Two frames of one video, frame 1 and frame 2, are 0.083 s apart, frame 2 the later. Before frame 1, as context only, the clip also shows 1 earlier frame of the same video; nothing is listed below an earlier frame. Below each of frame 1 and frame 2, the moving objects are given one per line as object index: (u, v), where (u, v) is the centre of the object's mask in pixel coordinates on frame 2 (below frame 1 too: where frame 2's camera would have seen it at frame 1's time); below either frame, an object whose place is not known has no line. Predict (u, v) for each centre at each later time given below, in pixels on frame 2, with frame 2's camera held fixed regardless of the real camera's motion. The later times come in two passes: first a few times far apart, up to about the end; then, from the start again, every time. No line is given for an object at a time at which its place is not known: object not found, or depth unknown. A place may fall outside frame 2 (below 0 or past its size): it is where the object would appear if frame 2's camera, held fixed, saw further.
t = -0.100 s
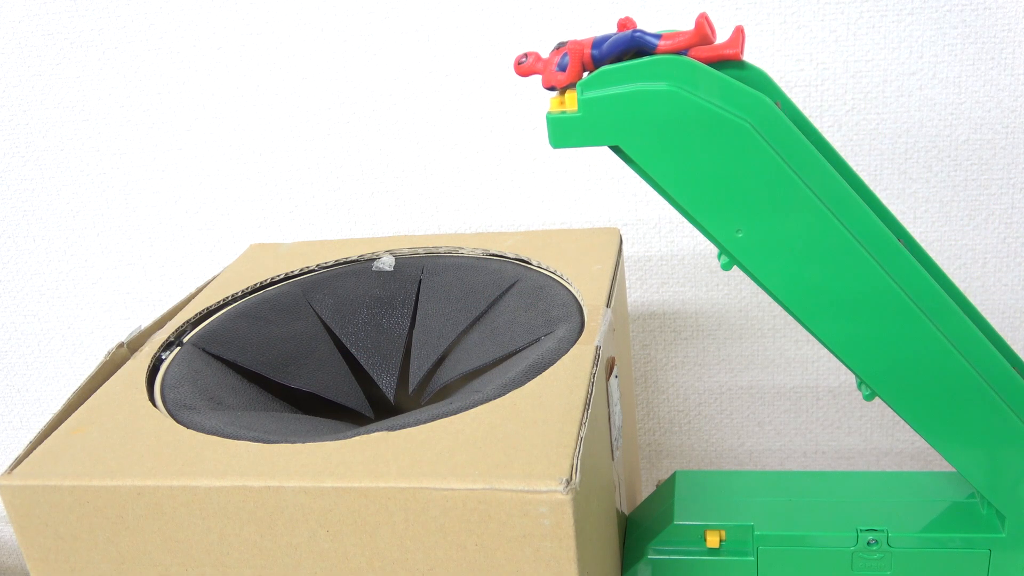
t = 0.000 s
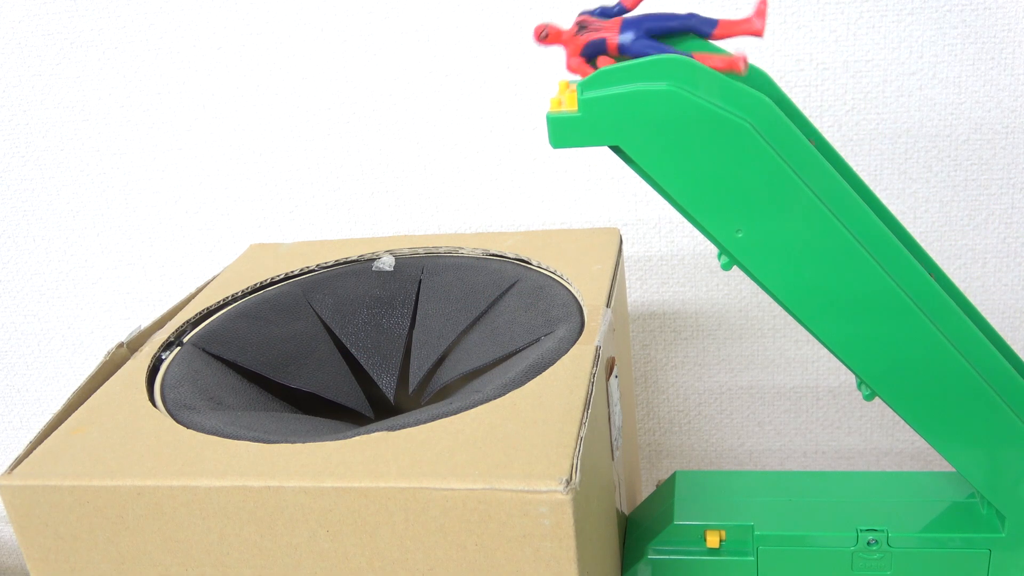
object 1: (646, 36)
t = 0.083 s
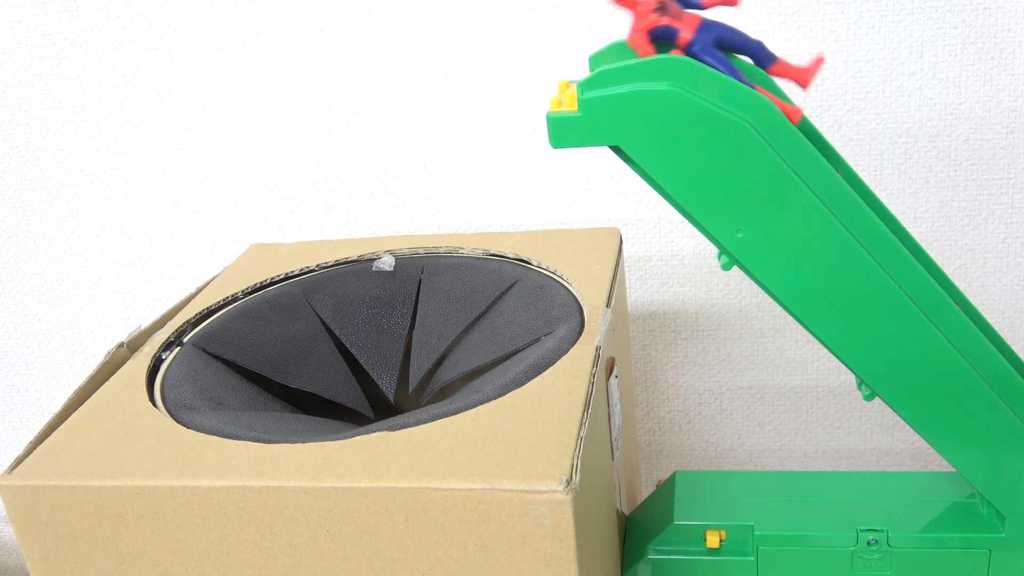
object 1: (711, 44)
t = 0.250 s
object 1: (790, 82)
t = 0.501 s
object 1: (878, 176)
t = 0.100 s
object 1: (722, 42)
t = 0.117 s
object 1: (731, 44)
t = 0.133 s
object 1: (739, 47)
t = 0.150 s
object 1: (747, 51)
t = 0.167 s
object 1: (754, 56)
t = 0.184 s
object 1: (760, 61)
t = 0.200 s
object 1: (767, 66)
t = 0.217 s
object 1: (775, 71)
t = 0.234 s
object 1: (782, 77)
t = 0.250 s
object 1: (790, 82)
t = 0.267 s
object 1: (799, 90)
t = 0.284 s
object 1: (806, 96)
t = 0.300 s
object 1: (812, 103)
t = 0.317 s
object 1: (818, 109)
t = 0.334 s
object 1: (824, 115)
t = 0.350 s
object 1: (829, 121)
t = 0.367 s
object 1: (835, 128)
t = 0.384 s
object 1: (840, 134)
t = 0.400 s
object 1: (846, 140)
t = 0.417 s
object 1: (851, 145)
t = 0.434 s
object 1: (856, 152)
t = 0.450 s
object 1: (861, 158)
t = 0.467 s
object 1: (867, 164)
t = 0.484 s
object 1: (872, 170)
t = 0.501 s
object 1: (878, 176)
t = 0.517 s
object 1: (883, 182)
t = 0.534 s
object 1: (889, 188)
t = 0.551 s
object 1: (894, 194)
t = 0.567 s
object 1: (900, 201)
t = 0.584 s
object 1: (905, 206)
